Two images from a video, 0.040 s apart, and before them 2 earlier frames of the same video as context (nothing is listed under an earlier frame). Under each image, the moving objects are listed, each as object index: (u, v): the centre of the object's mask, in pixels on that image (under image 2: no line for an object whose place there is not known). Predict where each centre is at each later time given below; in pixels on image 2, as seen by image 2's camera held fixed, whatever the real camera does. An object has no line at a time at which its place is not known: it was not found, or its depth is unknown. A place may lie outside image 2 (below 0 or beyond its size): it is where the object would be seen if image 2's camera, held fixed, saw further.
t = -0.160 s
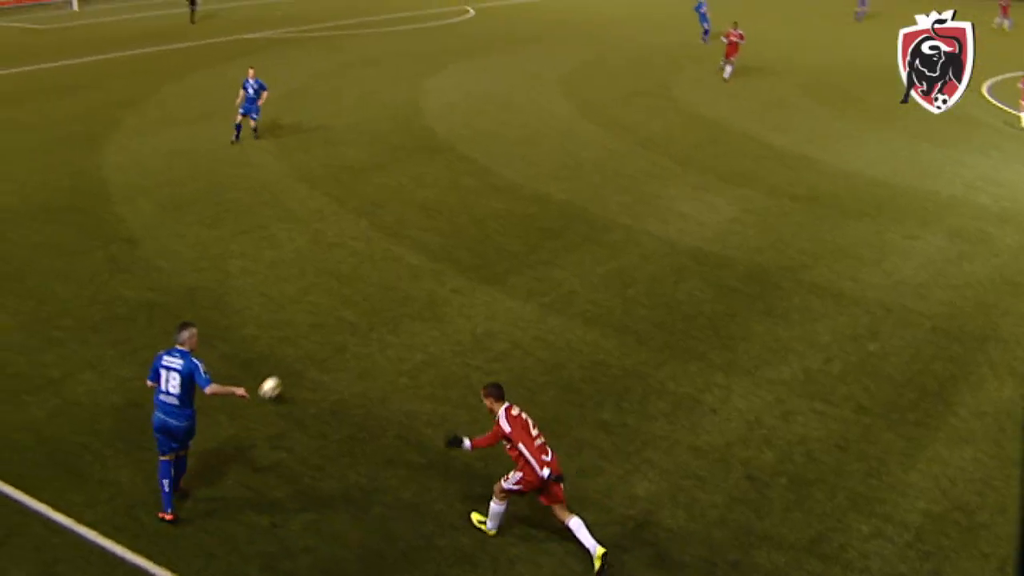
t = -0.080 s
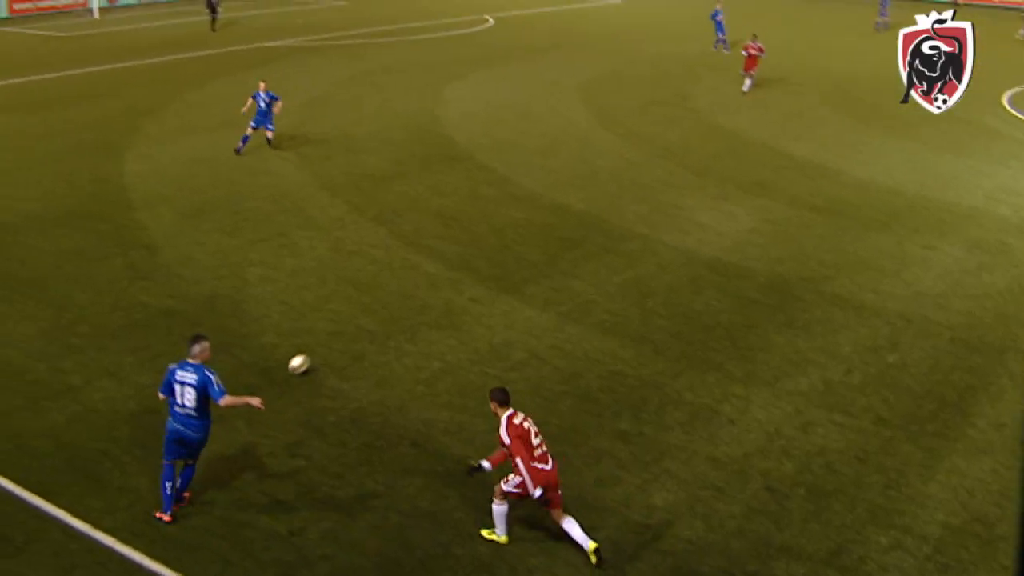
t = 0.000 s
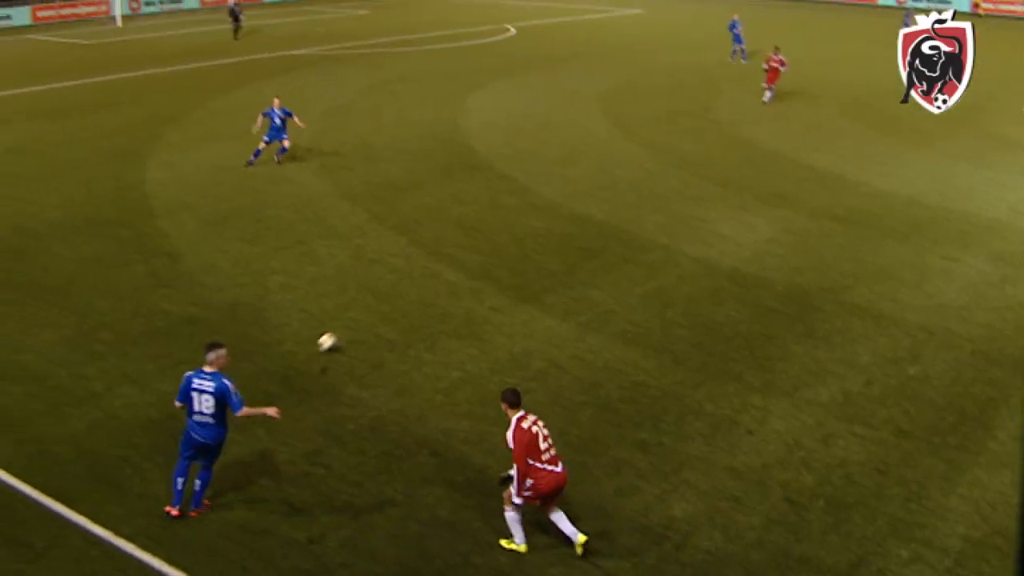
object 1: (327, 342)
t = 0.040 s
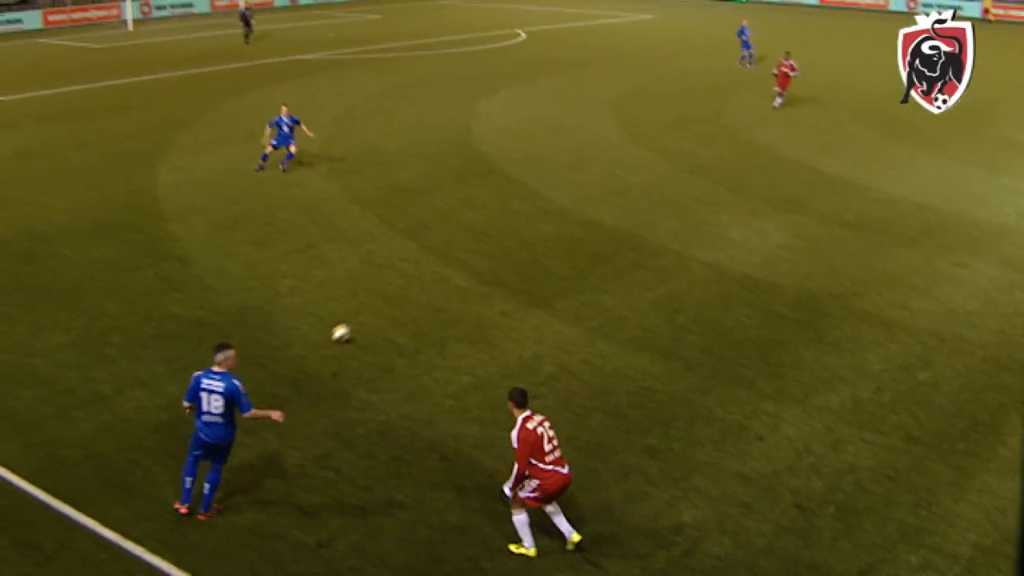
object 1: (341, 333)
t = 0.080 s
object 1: (346, 322)
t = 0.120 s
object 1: (349, 312)
